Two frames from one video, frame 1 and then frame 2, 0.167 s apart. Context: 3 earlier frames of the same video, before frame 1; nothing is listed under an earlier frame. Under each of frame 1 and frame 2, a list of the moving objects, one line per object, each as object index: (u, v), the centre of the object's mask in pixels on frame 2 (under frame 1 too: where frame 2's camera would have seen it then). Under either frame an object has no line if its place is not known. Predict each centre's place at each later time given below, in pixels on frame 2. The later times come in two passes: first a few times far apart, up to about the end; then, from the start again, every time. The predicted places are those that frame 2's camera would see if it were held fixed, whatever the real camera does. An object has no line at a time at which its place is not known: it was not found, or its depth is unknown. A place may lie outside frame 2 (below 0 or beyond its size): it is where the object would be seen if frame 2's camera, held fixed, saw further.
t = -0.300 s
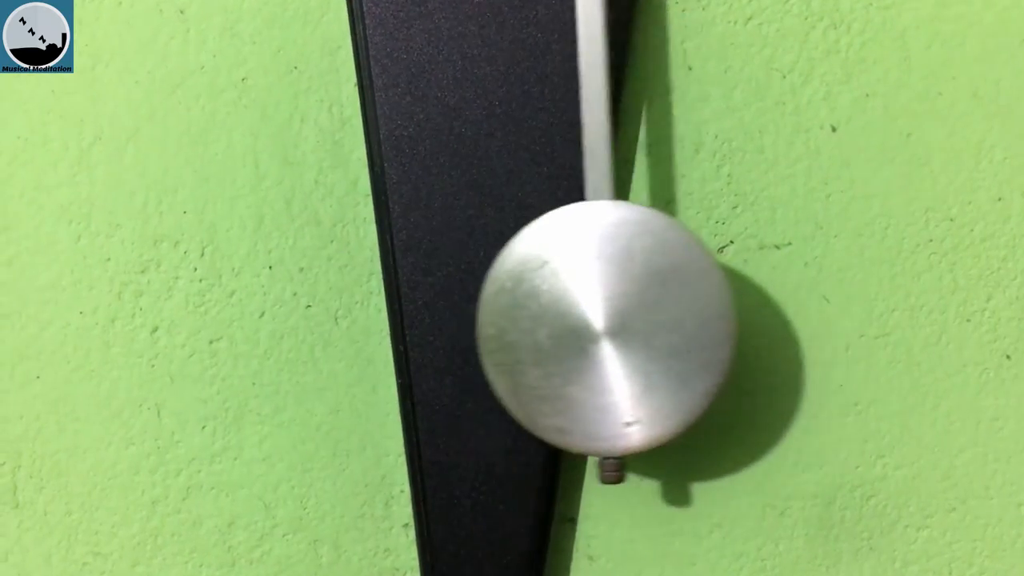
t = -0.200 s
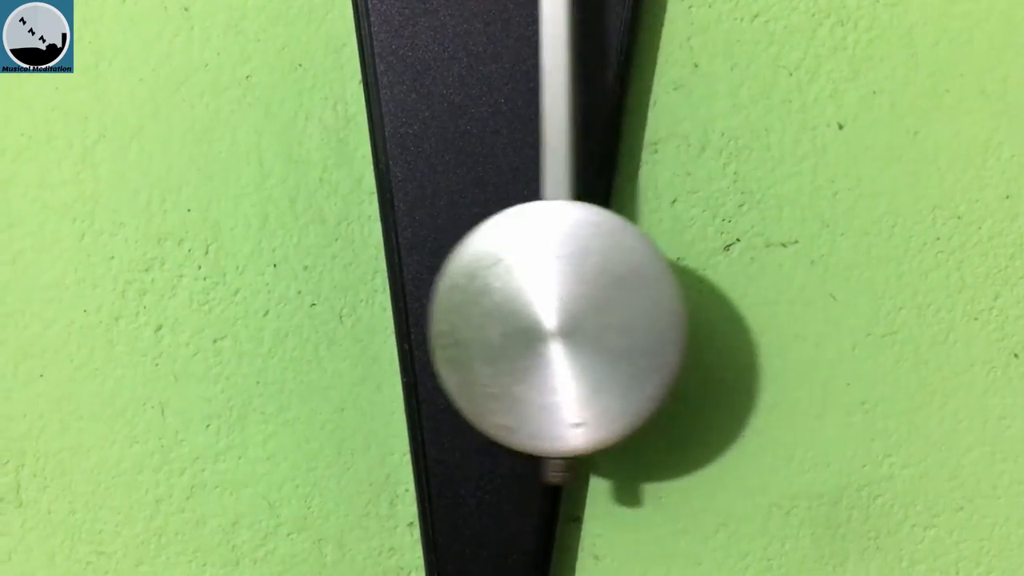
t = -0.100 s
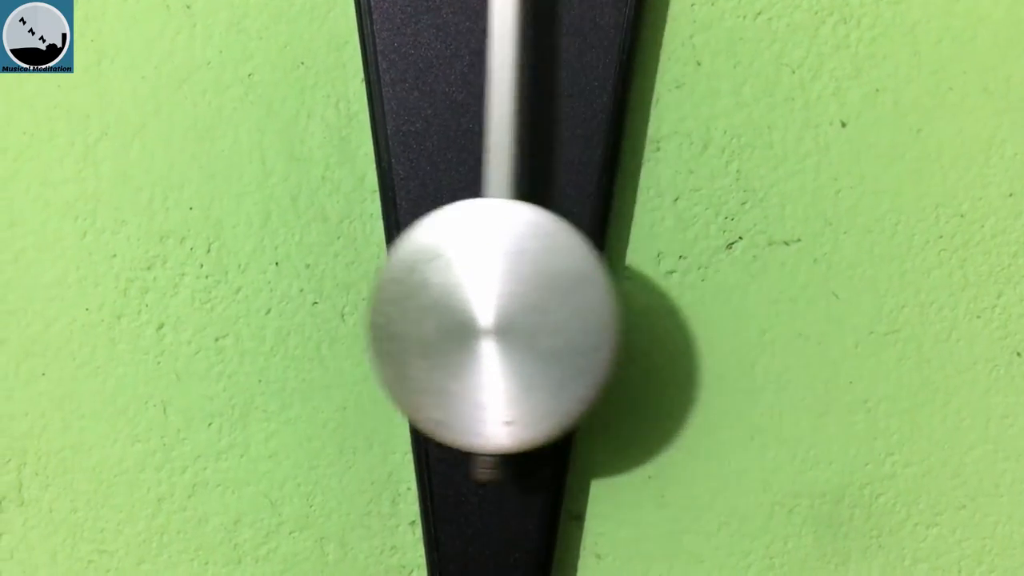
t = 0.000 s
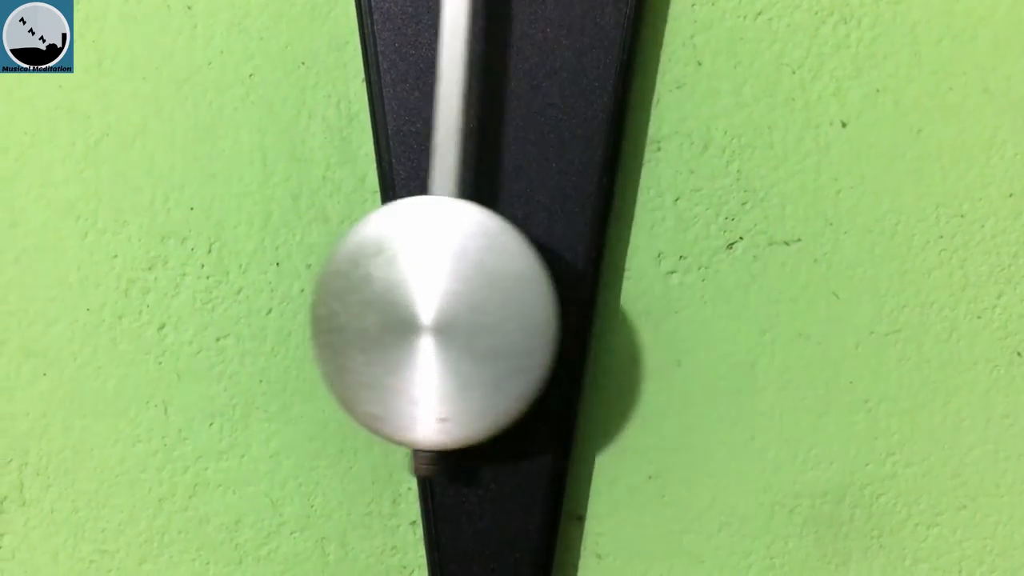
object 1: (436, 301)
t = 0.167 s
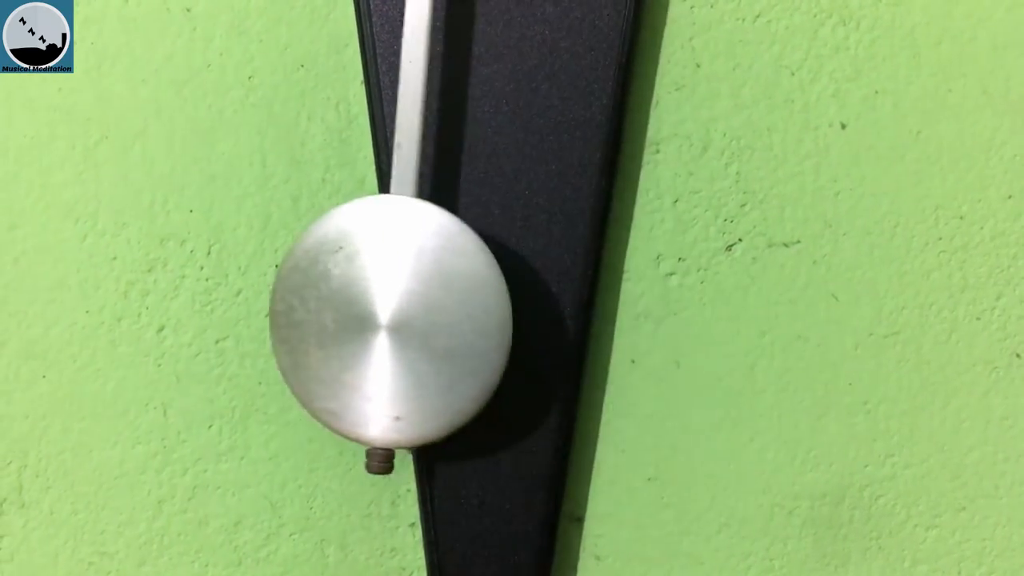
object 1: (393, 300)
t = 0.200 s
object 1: (396, 300)
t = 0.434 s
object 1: (501, 302)
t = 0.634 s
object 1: (614, 303)
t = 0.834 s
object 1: (621, 302)
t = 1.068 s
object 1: (496, 297)
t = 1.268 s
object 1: (401, 298)
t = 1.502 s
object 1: (444, 301)
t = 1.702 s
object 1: (571, 300)
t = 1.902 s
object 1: (641, 299)
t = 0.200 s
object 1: (396, 300)
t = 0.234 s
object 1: (402, 300)
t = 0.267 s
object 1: (412, 300)
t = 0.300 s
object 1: (426, 301)
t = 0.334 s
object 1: (442, 302)
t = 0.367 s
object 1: (461, 301)
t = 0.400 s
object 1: (481, 301)
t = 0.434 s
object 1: (501, 302)
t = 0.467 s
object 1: (522, 303)
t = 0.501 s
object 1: (544, 302)
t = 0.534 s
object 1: (564, 301)
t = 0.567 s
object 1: (583, 302)
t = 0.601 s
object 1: (600, 303)
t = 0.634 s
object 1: (614, 303)
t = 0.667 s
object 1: (625, 303)
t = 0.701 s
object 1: (632, 303)
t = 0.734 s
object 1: (635, 303)
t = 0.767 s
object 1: (634, 302)
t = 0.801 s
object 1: (630, 302)
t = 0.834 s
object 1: (621, 302)
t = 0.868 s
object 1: (609, 301)
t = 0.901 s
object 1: (594, 300)
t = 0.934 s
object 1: (576, 299)
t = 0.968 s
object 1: (557, 299)
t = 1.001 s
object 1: (536, 299)
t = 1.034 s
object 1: (516, 298)
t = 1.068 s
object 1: (496, 297)
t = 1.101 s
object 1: (475, 297)
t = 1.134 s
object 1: (456, 297)
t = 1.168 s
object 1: (438, 297)
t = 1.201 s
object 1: (422, 297)
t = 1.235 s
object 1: (410, 298)
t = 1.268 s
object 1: (401, 298)
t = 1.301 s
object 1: (395, 299)
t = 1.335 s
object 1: (394, 299)
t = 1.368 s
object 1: (397, 300)
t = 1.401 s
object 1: (403, 300)
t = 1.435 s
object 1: (414, 300)
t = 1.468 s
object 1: (428, 300)
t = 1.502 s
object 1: (444, 301)
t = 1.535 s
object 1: (465, 300)
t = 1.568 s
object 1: (486, 301)
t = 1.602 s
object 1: (507, 300)
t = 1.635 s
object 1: (528, 299)
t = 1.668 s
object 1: (549, 300)
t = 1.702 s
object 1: (571, 300)
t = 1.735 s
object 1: (590, 299)
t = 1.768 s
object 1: (606, 299)
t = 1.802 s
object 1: (621, 299)
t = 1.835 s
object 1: (631, 299)
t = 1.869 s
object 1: (638, 299)
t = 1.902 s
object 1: (641, 299)
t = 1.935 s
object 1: (640, 299)
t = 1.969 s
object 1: (635, 298)
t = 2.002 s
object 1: (627, 298)
